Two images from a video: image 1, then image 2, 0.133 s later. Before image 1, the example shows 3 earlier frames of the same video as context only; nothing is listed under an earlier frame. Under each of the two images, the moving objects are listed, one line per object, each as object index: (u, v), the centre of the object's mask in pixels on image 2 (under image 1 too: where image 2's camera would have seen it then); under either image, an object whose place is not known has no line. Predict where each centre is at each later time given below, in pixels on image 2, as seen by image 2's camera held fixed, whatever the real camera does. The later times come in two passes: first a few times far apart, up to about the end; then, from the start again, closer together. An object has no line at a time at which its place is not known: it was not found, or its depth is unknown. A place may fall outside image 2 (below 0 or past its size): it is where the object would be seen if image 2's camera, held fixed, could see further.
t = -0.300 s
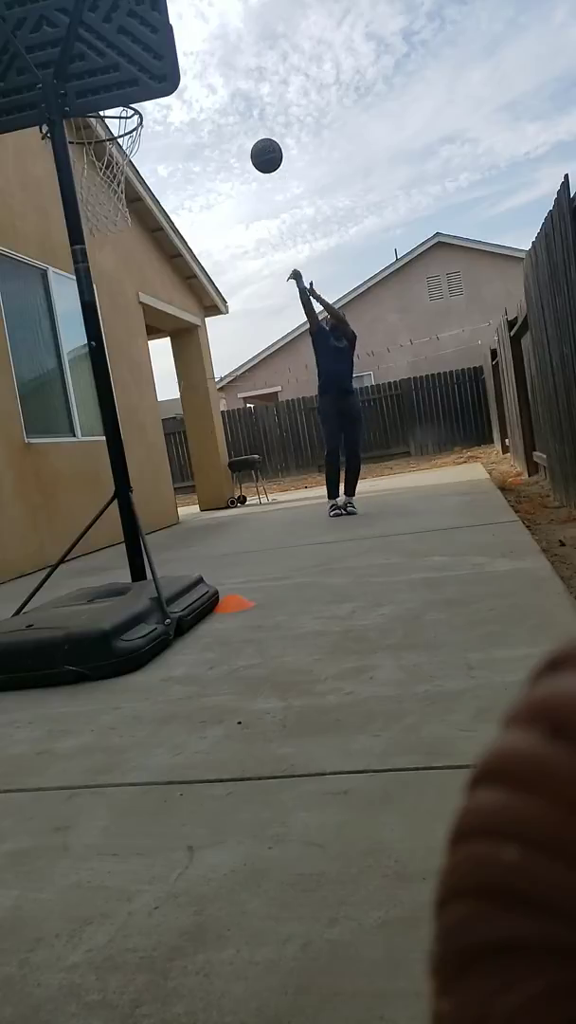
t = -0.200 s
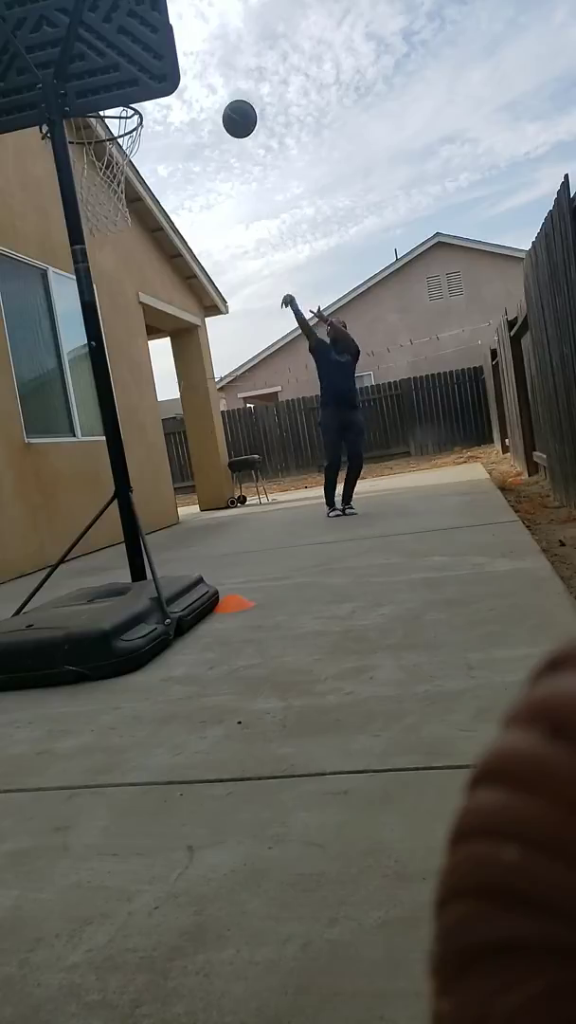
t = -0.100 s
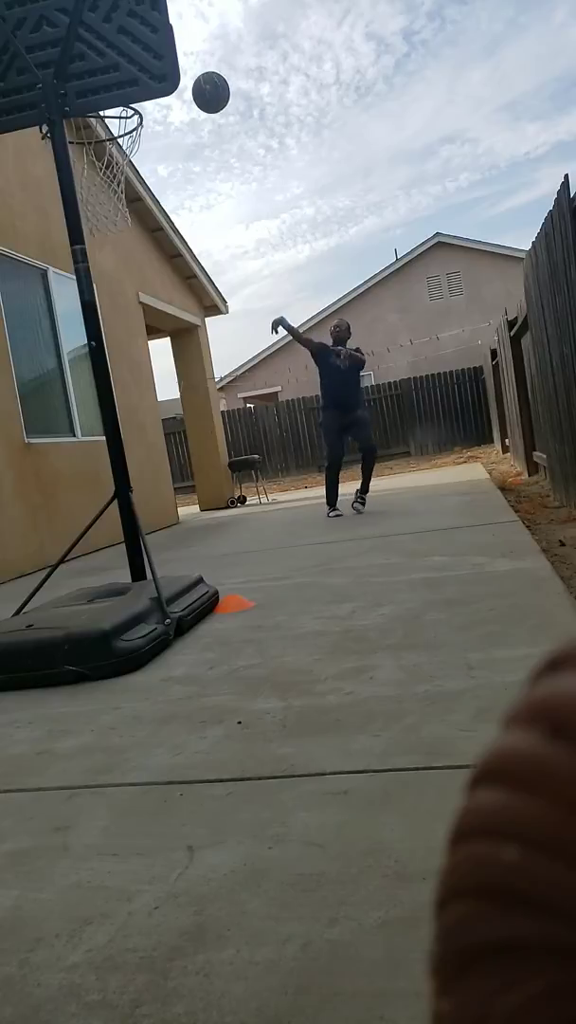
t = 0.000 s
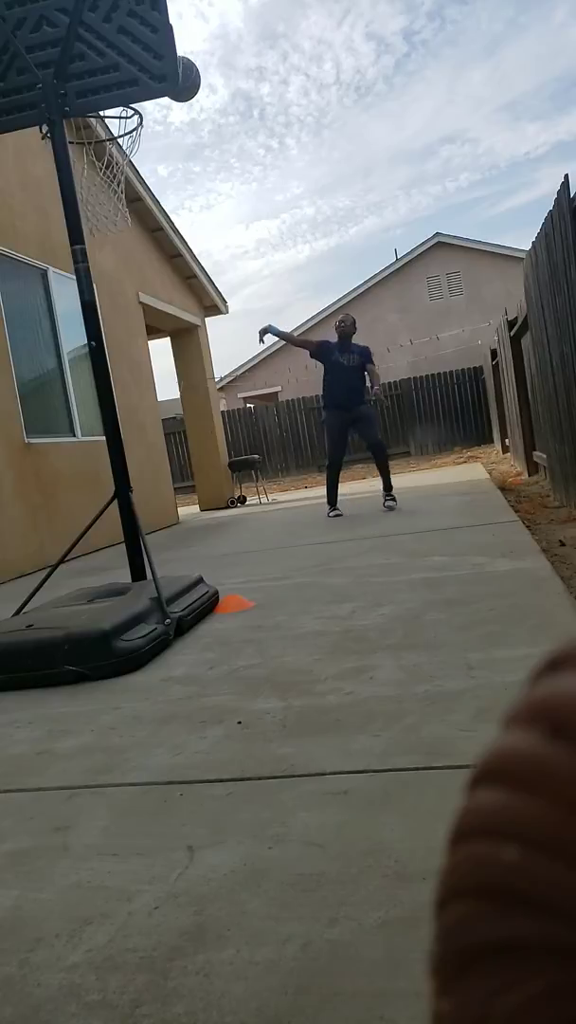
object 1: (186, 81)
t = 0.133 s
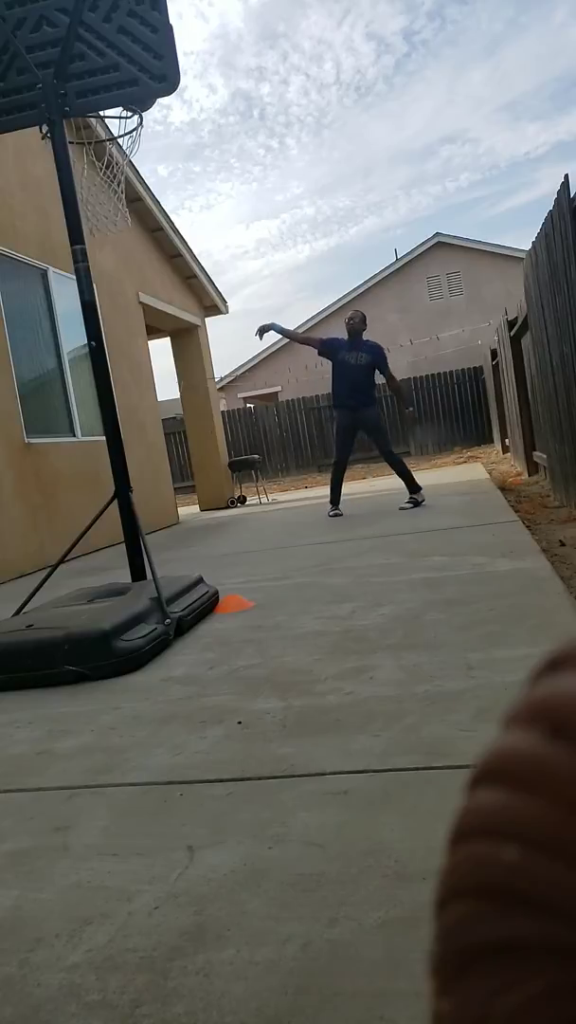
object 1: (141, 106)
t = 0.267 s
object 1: (88, 139)
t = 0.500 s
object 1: (90, 184)
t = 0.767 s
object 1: (125, 349)
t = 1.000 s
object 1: (172, 561)
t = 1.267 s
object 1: (159, 392)
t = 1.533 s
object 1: (171, 351)
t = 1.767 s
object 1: (198, 417)
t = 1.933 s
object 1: (224, 511)
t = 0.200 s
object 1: (115, 120)
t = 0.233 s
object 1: (102, 127)
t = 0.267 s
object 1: (88, 139)
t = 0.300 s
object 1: (84, 146)
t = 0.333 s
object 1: (83, 147)
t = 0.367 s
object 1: (84, 147)
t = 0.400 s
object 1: (85, 151)
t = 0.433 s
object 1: (86, 157)
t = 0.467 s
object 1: (87, 174)
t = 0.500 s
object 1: (90, 184)
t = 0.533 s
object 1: (94, 197)
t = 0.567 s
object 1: (98, 213)
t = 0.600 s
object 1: (101, 231)
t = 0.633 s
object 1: (105, 250)
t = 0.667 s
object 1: (110, 272)
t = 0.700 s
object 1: (115, 296)
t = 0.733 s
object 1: (119, 322)
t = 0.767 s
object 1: (125, 349)
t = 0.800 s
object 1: (131, 378)
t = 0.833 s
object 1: (137, 409)
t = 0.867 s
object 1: (144, 441)
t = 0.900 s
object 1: (150, 474)
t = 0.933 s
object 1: (158, 509)
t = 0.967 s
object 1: (167, 545)
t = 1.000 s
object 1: (172, 561)
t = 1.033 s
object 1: (168, 539)
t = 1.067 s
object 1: (165, 511)
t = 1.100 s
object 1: (162, 486)
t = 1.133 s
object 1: (162, 463)
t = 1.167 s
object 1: (160, 442)
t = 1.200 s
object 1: (160, 423)
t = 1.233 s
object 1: (160, 407)
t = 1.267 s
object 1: (159, 392)
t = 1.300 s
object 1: (160, 380)
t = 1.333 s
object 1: (160, 370)
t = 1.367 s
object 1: (162, 361)
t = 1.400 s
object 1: (163, 355)
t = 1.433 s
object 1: (165, 351)
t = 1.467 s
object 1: (166, 349)
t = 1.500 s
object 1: (169, 349)
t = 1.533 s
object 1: (171, 351)
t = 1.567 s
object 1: (174, 355)
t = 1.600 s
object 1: (177, 361)
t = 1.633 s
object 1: (181, 369)
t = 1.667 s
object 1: (185, 378)
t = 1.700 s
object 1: (189, 390)
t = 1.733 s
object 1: (193, 403)
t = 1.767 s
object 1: (198, 417)
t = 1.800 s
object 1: (203, 432)
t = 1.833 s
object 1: (208, 451)
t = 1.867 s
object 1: (213, 469)
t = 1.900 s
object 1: (217, 490)
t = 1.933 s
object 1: (224, 511)
